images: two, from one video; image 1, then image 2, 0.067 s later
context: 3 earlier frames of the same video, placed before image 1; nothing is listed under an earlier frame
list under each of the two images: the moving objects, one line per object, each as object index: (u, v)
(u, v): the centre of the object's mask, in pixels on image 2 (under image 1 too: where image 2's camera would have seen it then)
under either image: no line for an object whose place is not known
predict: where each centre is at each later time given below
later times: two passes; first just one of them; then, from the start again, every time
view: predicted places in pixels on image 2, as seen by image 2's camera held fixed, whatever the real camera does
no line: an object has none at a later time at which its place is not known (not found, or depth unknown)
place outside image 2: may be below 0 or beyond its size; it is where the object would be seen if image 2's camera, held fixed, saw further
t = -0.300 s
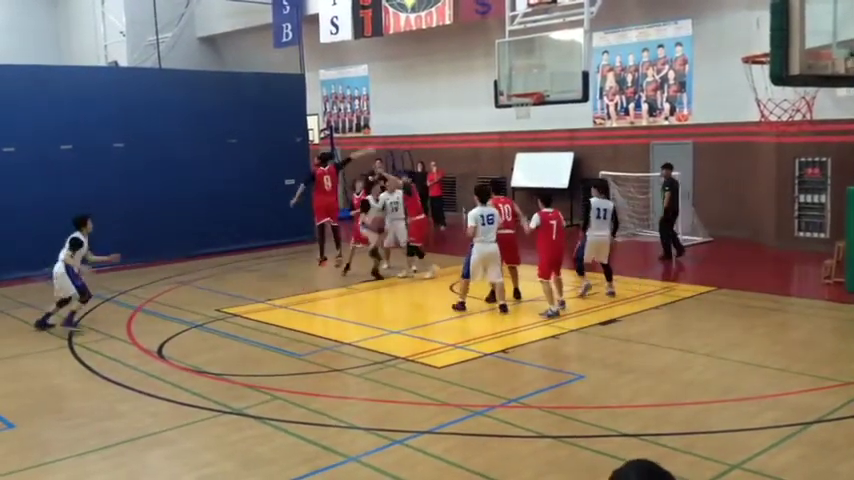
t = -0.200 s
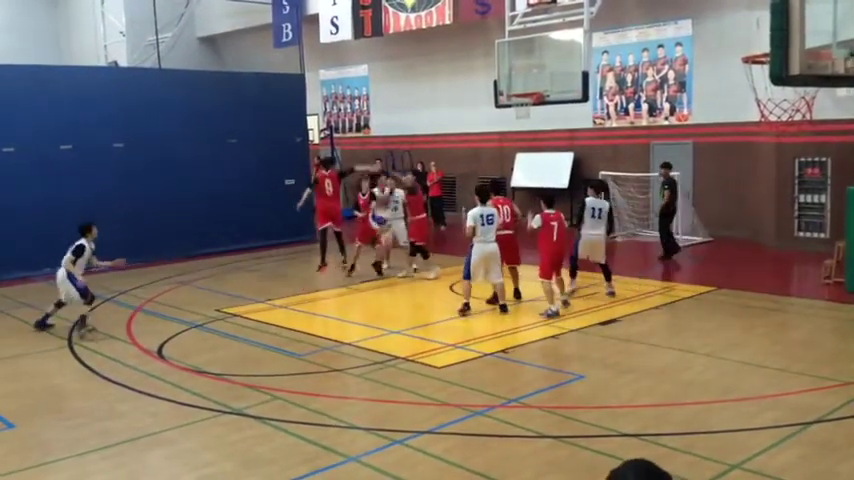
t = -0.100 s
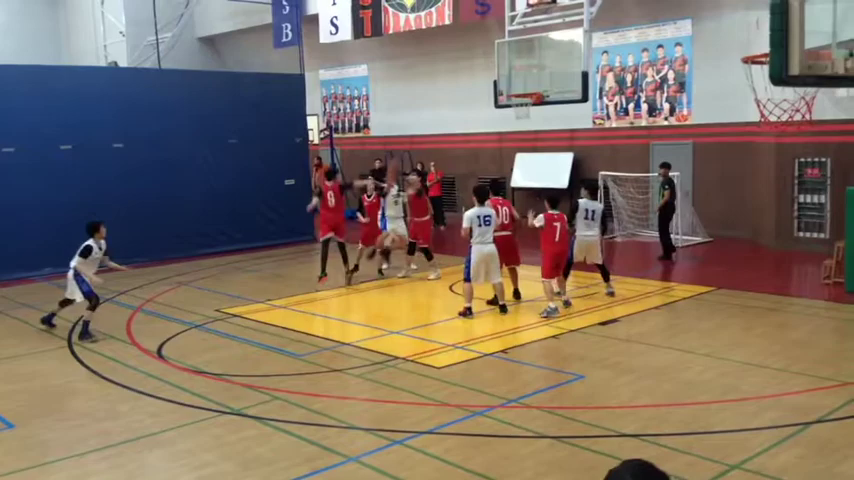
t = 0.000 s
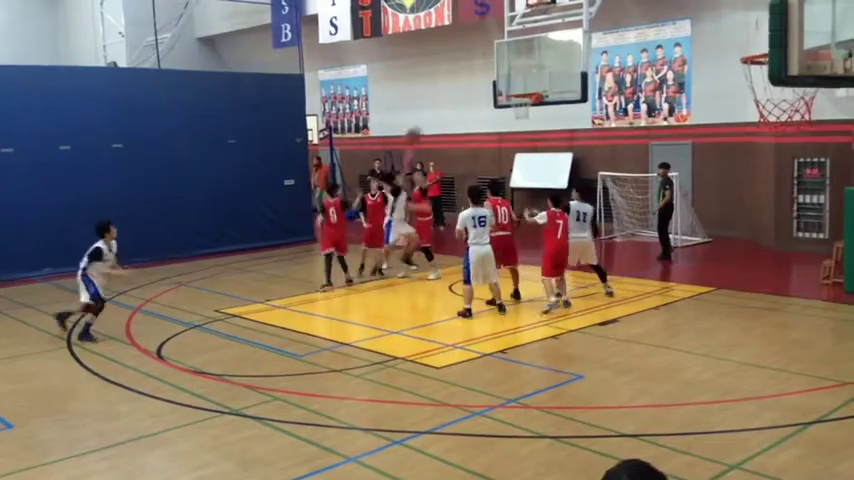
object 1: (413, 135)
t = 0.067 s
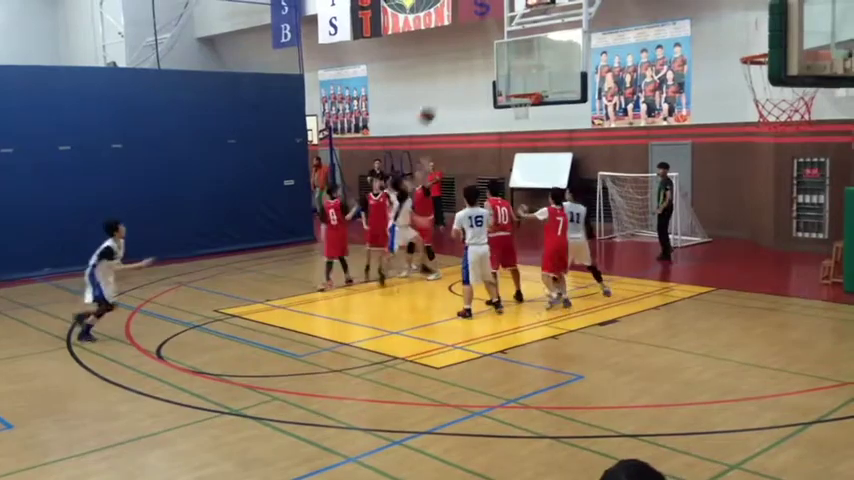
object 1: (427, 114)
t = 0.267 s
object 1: (470, 73)
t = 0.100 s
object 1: (434, 107)
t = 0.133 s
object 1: (441, 98)
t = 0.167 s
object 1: (448, 91)
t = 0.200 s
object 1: (455, 85)
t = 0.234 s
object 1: (463, 79)
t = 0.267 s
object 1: (470, 73)
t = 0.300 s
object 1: (477, 68)
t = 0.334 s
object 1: (484, 64)
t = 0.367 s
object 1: (491, 61)
